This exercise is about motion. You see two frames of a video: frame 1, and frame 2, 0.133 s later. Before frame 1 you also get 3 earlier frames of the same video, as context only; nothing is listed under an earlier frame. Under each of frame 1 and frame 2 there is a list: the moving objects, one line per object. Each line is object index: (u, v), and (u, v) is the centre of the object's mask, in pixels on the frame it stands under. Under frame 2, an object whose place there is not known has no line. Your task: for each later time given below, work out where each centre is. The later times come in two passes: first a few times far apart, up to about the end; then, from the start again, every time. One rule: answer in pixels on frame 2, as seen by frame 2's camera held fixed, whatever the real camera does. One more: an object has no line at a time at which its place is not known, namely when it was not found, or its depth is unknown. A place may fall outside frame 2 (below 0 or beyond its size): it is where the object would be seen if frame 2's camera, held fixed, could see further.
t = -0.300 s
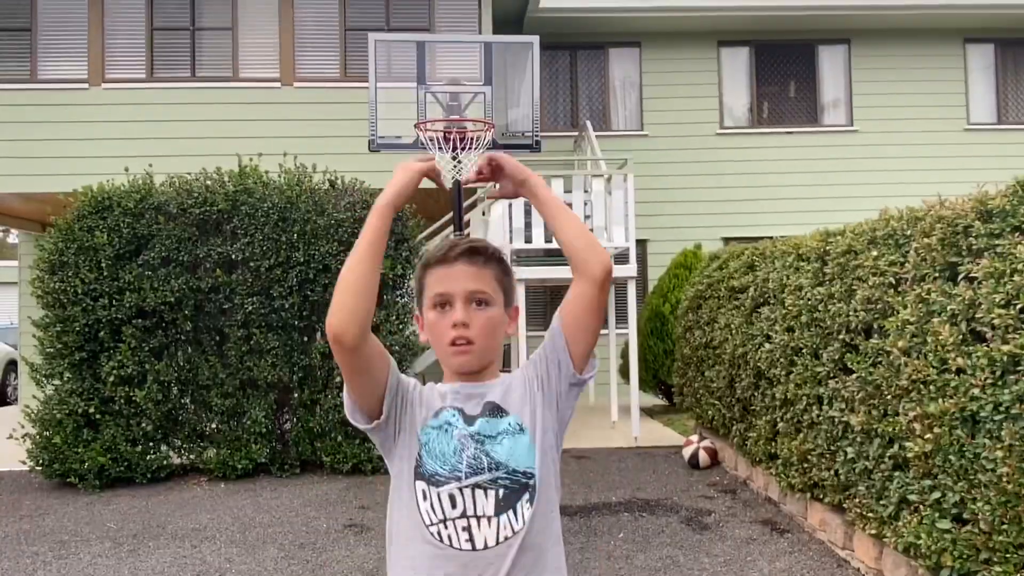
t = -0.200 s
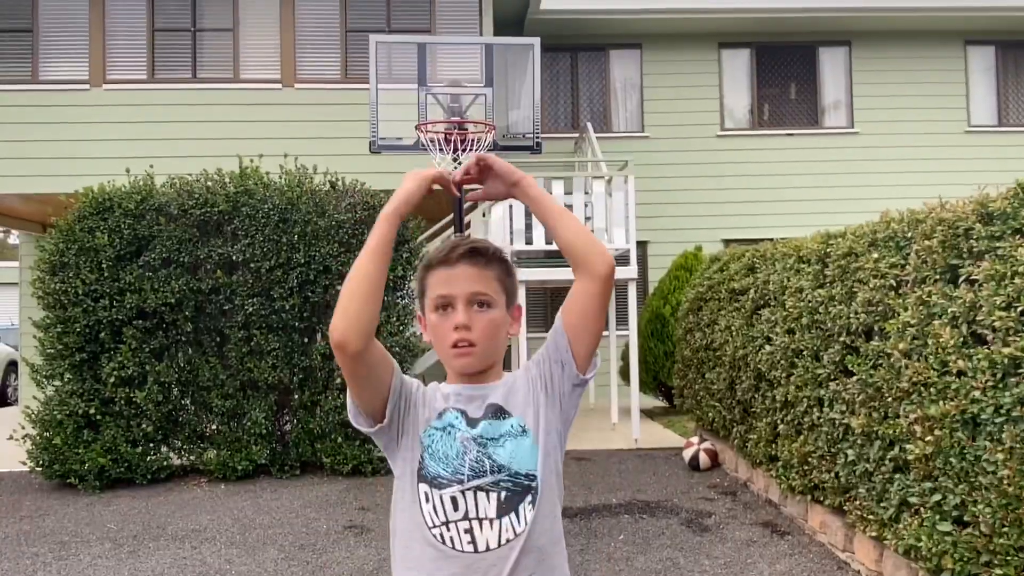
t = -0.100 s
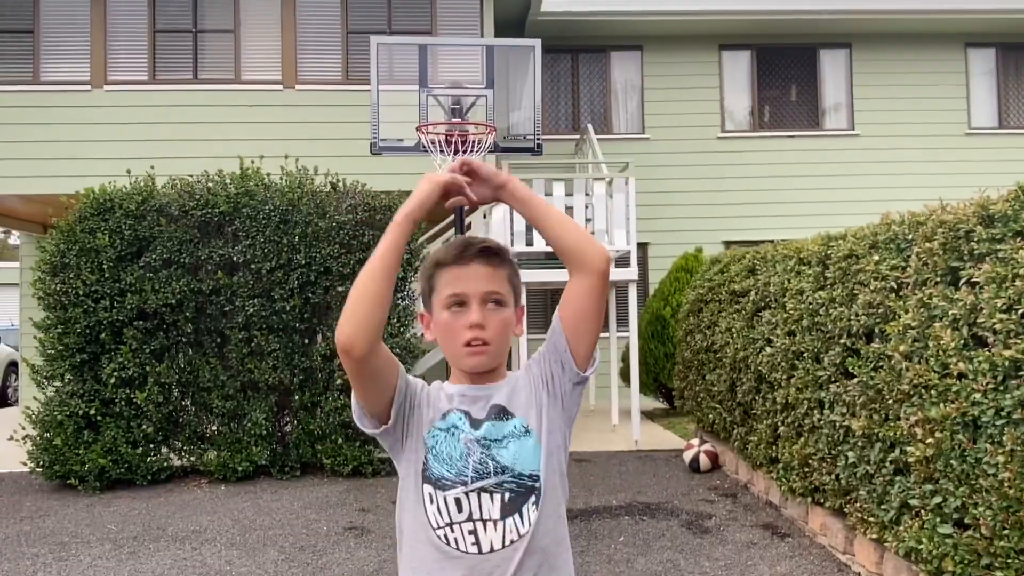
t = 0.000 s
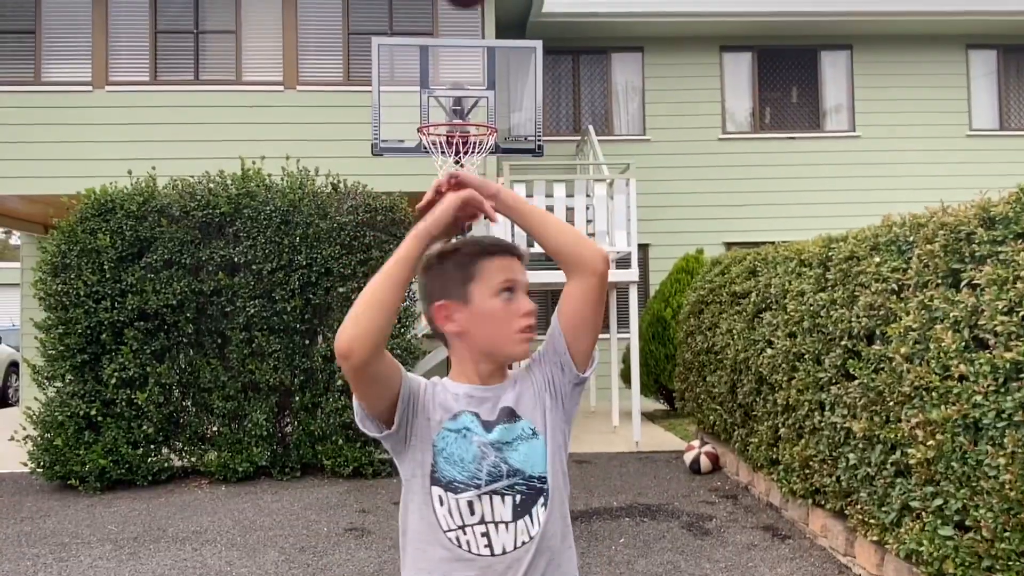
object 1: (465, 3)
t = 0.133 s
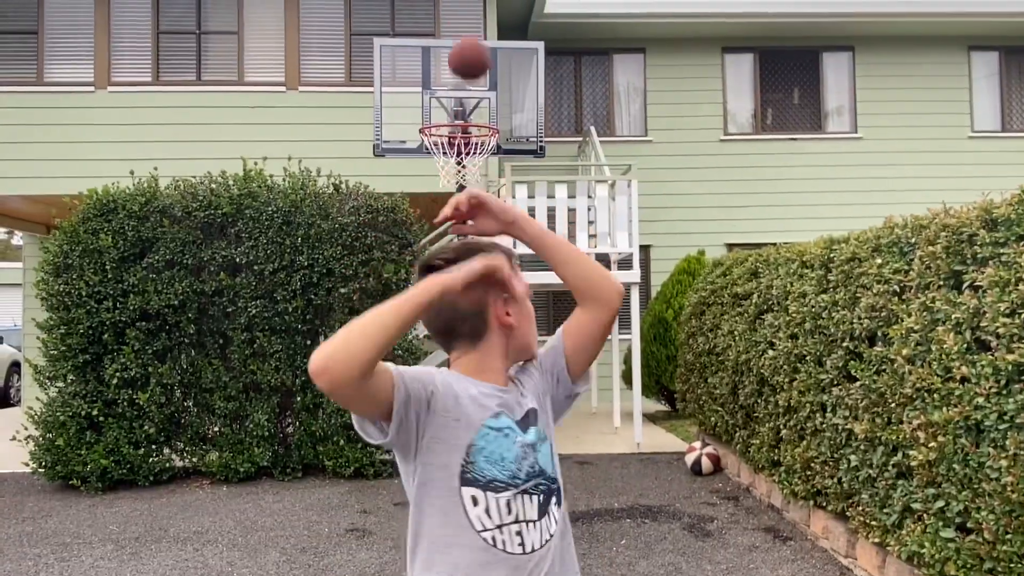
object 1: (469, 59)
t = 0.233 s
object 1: (471, 119)
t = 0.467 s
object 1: (416, 228)
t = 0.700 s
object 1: (352, 395)
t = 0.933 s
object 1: (292, 412)
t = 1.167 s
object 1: (232, 281)
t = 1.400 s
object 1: (160, 234)
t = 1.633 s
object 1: (76, 290)
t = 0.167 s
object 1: (470, 79)
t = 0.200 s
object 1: (470, 101)
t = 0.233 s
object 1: (471, 119)
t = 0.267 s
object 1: (471, 142)
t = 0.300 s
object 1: (462, 154)
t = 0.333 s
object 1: (454, 171)
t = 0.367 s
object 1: (443, 184)
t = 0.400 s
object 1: (434, 197)
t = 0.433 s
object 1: (426, 211)
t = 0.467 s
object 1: (416, 228)
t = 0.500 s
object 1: (406, 246)
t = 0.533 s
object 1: (397, 267)
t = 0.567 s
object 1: (388, 289)
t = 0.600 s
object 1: (379, 313)
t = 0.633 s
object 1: (369, 339)
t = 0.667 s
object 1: (361, 368)
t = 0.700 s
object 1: (352, 395)
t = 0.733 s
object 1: (342, 428)
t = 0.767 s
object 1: (332, 461)
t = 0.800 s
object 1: (324, 497)
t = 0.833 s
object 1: (315, 489)
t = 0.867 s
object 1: (308, 462)
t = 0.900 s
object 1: (300, 436)
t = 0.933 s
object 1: (292, 412)
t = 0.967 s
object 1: (284, 388)
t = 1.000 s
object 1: (276, 367)
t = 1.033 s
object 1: (267, 347)
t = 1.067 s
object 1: (259, 327)
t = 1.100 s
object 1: (249, 310)
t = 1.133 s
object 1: (241, 295)
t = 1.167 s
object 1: (232, 281)
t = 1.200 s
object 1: (222, 269)
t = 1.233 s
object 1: (212, 258)
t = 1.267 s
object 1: (203, 250)
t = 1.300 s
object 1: (193, 242)
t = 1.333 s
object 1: (183, 237)
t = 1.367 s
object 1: (171, 235)
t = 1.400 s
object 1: (160, 234)
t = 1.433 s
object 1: (150, 234)
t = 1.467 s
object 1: (138, 238)
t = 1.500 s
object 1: (127, 243)
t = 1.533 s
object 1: (115, 250)
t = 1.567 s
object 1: (102, 261)
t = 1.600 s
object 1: (88, 274)
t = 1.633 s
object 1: (76, 290)
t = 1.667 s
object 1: (66, 308)
